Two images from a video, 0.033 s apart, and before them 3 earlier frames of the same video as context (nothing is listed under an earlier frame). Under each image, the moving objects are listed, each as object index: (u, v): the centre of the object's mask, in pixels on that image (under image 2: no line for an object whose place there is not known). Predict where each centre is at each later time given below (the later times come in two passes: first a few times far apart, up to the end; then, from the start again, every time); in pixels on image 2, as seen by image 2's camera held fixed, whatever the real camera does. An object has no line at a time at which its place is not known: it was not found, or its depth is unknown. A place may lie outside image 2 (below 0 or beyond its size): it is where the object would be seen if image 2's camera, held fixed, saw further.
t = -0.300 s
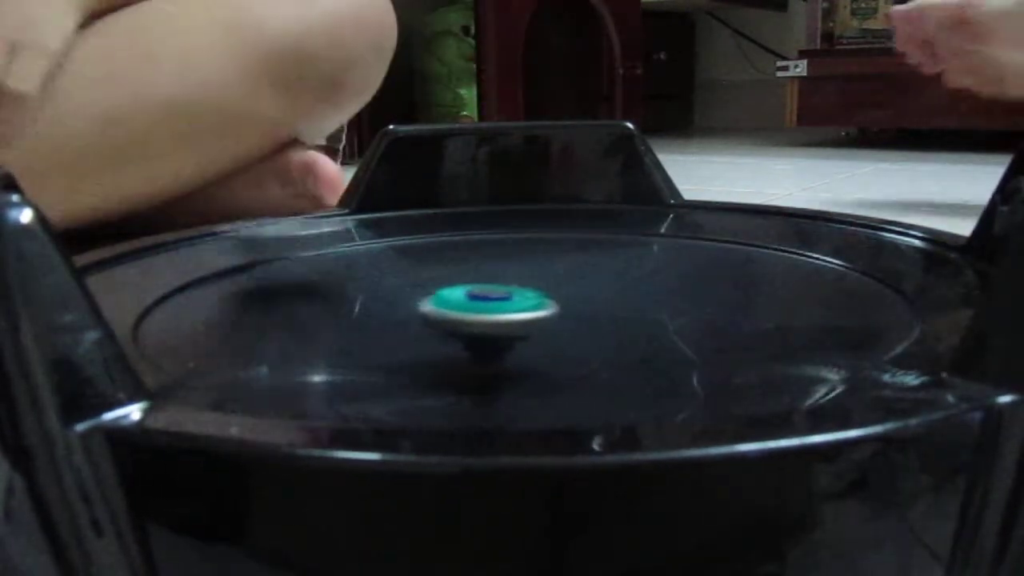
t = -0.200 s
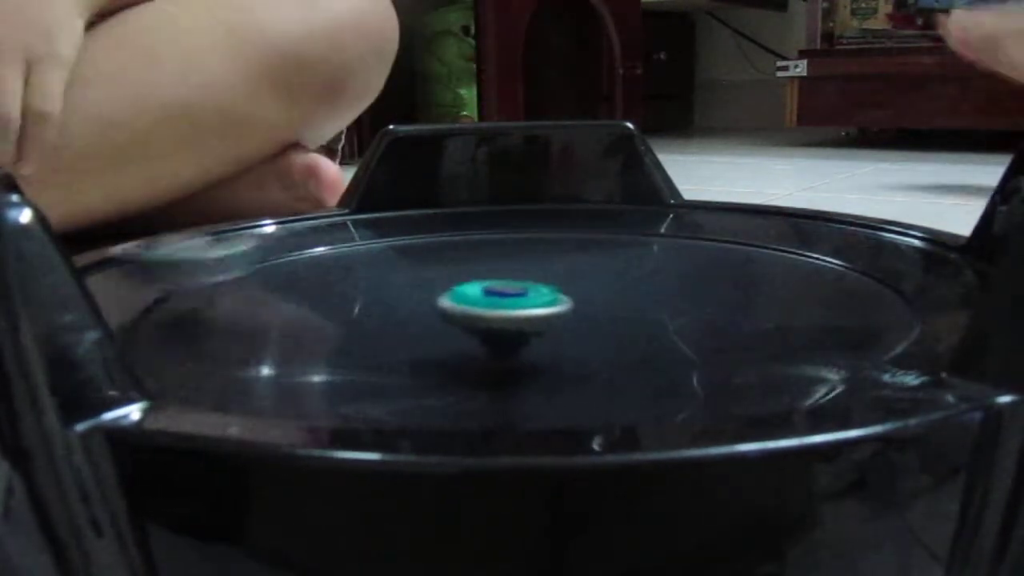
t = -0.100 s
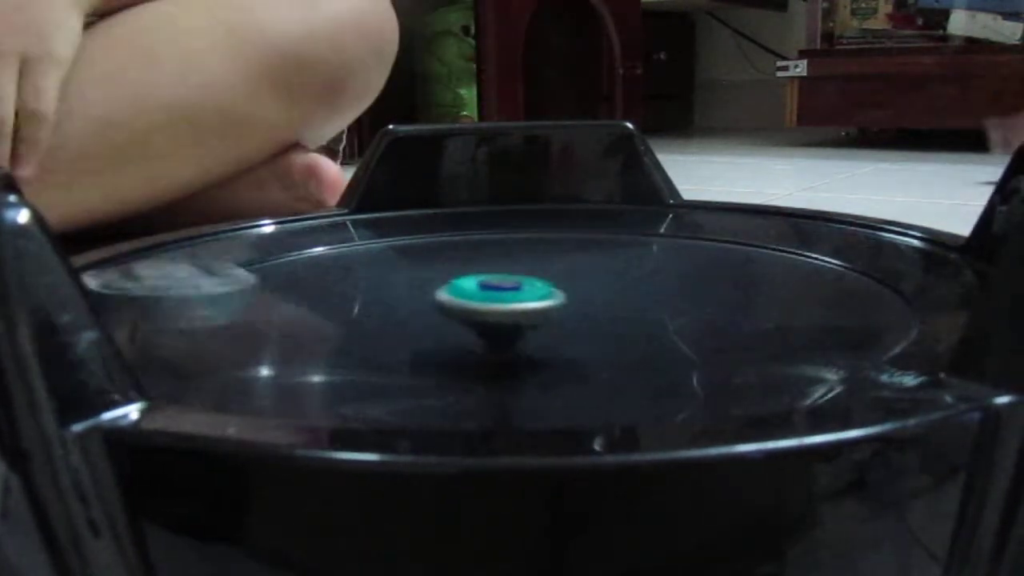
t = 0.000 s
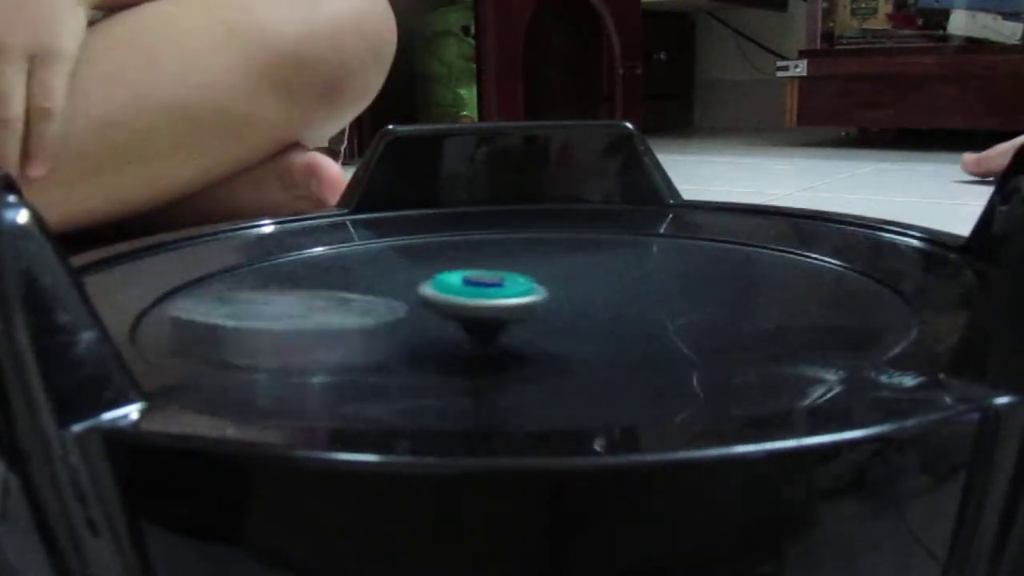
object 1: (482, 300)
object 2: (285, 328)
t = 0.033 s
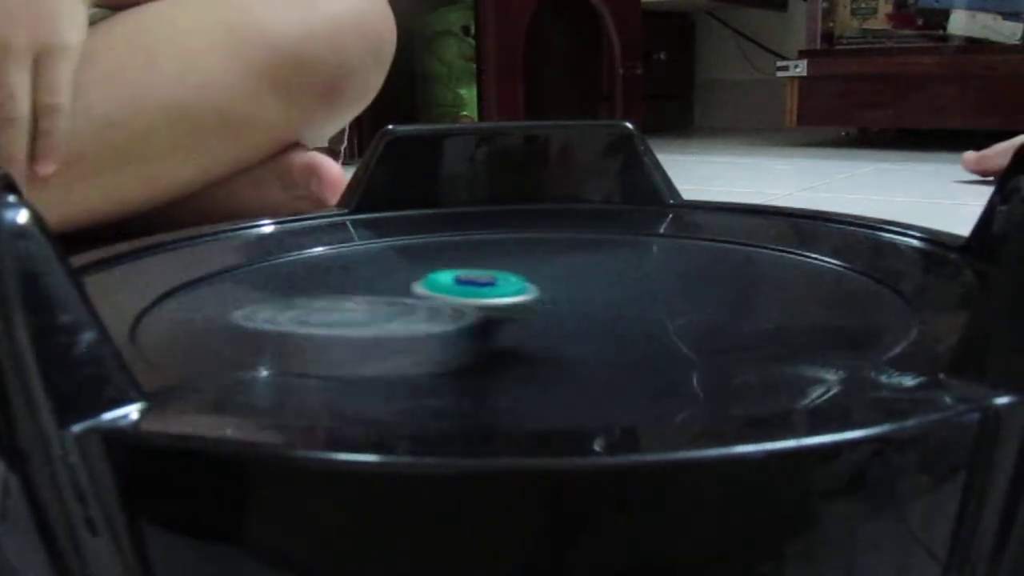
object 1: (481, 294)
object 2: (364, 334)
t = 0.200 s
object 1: (442, 300)
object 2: (754, 317)
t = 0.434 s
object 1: (471, 308)
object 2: (772, 247)
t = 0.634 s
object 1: (504, 296)
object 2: (516, 212)
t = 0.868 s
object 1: (474, 289)
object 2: (229, 237)
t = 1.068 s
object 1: (476, 296)
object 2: (187, 301)
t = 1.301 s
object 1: (528, 290)
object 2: (673, 328)
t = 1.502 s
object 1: (517, 286)
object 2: (834, 258)
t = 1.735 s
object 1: (526, 294)
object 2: (576, 205)
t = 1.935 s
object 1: (555, 293)
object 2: (332, 217)
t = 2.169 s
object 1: (552, 293)
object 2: (195, 290)
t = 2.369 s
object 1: (555, 287)
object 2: (502, 340)
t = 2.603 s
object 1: (576, 301)
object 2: (847, 269)
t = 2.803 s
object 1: (566, 300)
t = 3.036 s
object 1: (556, 308)
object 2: (412, 218)
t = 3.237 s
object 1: (569, 309)
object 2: (232, 269)
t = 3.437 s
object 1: (544, 308)
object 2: (383, 334)
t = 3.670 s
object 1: (529, 318)
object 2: (842, 292)
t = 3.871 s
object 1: (539, 316)
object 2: (774, 227)
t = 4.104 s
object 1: (500, 311)
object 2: (508, 225)
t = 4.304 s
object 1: (478, 314)
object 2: (276, 265)
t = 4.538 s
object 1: (495, 312)
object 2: (357, 335)
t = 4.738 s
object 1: (476, 306)
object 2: (784, 310)
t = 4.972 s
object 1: (465, 305)
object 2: (783, 242)
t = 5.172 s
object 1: (484, 303)
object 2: (551, 223)
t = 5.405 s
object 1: (483, 296)
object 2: (275, 261)
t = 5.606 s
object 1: (480, 296)
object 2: (266, 320)
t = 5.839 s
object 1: (510, 294)
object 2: (733, 317)
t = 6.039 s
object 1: (515, 289)
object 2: (789, 261)
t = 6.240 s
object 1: (512, 292)
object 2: (571, 229)
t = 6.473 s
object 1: (540, 296)
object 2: (285, 243)
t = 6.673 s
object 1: (555, 293)
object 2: (224, 307)
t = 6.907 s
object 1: (535, 288)
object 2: (639, 332)
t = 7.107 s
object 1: (551, 304)
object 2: (794, 272)
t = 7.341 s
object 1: (576, 302)
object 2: (564, 224)
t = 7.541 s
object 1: (549, 303)
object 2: (329, 233)
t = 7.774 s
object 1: (538, 313)
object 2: (232, 299)
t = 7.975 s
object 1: (566, 295)
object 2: (553, 340)
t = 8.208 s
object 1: (530, 308)
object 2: (782, 270)
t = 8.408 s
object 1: (494, 312)
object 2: (607, 224)
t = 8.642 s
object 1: (501, 316)
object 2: (353, 237)
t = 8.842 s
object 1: (512, 311)
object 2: (266, 303)
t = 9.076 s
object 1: (477, 301)
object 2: (601, 334)
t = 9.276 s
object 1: (461, 305)
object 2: (779, 274)
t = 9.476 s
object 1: (482, 308)
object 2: (621, 238)
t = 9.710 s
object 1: (508, 299)
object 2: (371, 253)
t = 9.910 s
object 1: (488, 292)
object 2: (307, 312)
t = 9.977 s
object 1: (484, 292)
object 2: (360, 327)
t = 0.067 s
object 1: (469, 287)
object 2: (441, 338)
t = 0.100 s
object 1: (457, 288)
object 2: (528, 341)
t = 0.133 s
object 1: (450, 299)
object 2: (610, 335)
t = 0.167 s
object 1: (445, 299)
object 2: (686, 328)
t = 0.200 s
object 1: (442, 300)
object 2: (754, 317)
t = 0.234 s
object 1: (438, 301)
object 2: (800, 305)
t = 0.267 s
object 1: (438, 302)
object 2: (828, 301)
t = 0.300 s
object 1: (439, 303)
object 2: (841, 292)
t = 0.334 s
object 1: (443, 305)
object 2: (839, 283)
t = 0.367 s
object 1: (451, 307)
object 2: (830, 263)
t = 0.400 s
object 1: (461, 308)
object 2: (807, 253)
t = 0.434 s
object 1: (471, 308)
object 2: (772, 247)
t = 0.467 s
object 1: (480, 307)
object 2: (738, 238)
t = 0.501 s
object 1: (490, 305)
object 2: (700, 223)
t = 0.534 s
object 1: (497, 303)
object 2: (655, 218)
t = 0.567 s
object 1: (502, 300)
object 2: (609, 215)
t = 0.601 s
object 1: (504, 299)
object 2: (563, 211)
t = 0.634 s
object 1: (504, 296)
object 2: (516, 212)
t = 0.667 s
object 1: (501, 293)
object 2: (474, 212)
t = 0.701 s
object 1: (498, 292)
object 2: (421, 215)
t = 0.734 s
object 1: (494, 291)
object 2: (389, 214)
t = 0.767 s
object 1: (489, 290)
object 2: (333, 212)
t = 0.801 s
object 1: (483, 289)
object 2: (290, 224)
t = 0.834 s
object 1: (478, 289)
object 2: (257, 230)
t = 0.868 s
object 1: (474, 289)
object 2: (229, 237)
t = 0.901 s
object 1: (470, 289)
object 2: (195, 246)
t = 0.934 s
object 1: (466, 290)
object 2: (175, 257)
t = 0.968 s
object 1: (465, 291)
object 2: (164, 264)
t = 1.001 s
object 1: (467, 293)
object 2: (163, 275)
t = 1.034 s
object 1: (470, 295)
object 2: (169, 292)
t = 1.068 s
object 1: (476, 296)
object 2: (187, 301)
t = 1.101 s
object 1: (485, 298)
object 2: (216, 315)
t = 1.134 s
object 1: (496, 298)
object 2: (261, 324)
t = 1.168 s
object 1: (506, 297)
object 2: (332, 332)
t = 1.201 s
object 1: (518, 286)
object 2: (415, 337)
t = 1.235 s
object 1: (525, 283)
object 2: (497, 340)
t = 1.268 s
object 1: (526, 283)
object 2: (582, 339)
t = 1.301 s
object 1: (528, 290)
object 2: (673, 328)
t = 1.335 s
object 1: (530, 289)
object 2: (740, 316)
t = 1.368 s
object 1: (529, 288)
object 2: (788, 309)
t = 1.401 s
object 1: (527, 287)
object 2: (821, 297)
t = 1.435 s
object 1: (524, 286)
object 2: (839, 286)
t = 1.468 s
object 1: (520, 286)
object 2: (844, 272)
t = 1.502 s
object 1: (517, 286)
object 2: (834, 258)
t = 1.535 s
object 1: (513, 287)
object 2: (799, 247)
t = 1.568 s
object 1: (511, 288)
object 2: (775, 234)
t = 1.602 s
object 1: (510, 289)
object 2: (736, 214)
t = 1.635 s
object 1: (511, 291)
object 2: (697, 208)
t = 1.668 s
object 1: (514, 293)
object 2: (655, 204)
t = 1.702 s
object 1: (519, 293)
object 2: (619, 208)
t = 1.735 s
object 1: (526, 294)
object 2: (576, 205)
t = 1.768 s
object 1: (532, 295)
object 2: (533, 204)
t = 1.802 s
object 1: (538, 295)
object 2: (490, 204)
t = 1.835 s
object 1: (543, 295)
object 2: (449, 208)
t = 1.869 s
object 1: (549, 294)
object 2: (408, 212)
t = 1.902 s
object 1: (553, 294)
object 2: (379, 210)
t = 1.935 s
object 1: (555, 293)
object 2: (332, 217)
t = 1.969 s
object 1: (557, 292)
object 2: (298, 223)
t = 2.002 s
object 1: (558, 292)
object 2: (270, 224)
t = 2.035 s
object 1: (557, 292)
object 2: (243, 240)
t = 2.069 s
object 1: (557, 292)
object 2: (216, 248)
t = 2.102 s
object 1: (555, 292)
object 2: (203, 260)
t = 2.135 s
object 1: (554, 292)
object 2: (196, 272)
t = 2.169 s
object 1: (552, 293)
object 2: (195, 290)
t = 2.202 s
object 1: (550, 293)
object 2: (209, 299)
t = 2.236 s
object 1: (549, 294)
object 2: (235, 313)
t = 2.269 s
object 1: (548, 295)
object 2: (276, 322)
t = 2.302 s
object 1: (549, 297)
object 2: (337, 332)
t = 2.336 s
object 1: (553, 297)
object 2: (412, 338)
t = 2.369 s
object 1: (555, 287)
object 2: (502, 340)
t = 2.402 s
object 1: (556, 287)
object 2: (585, 338)
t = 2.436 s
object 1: (554, 292)
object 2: (668, 331)
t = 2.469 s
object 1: (562, 301)
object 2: (740, 316)
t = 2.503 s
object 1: (566, 301)
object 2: (785, 300)
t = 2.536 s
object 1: (571, 301)
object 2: (817, 298)
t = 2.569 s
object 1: (574, 301)
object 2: (841, 282)
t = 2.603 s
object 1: (576, 301)
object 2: (847, 269)
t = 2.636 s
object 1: (577, 300)
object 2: (830, 254)
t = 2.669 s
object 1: (576, 300)
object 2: (812, 242)
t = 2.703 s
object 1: (575, 300)
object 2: (787, 228)
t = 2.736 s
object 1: (573, 300)
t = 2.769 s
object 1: (570, 300)
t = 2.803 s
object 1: (566, 300)
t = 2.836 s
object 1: (562, 301)
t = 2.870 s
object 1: (558, 302)
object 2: (610, 207)
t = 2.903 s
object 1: (556, 303)
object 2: (569, 205)
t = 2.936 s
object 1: (554, 305)
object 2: (529, 205)
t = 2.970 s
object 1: (553, 305)
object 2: (488, 206)
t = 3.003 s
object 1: (553, 307)
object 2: (450, 209)
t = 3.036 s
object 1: (556, 308)
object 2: (412, 218)
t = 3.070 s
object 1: (559, 309)
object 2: (381, 214)
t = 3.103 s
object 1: (563, 310)
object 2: (344, 215)
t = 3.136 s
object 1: (566, 310)
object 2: (309, 224)
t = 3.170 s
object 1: (569, 310)
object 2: (273, 243)
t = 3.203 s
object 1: (570, 309)
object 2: (251, 258)
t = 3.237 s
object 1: (569, 309)
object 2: (232, 269)
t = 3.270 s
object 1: (567, 308)
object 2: (225, 277)
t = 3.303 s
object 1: (563, 308)
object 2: (228, 297)
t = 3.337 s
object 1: (558, 307)
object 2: (240, 306)
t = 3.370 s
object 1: (553, 308)
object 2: (268, 317)
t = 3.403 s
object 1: (547, 308)
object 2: (314, 328)
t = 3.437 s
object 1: (544, 308)
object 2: (383, 334)
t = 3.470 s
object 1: (546, 299)
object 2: (461, 340)
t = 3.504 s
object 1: (535, 295)
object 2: (553, 341)
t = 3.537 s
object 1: (518, 305)
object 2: (638, 334)
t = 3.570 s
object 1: (526, 314)
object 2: (709, 323)
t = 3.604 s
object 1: (527, 315)
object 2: (771, 314)
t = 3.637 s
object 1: (527, 317)
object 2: (810, 306)
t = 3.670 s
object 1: (529, 318)
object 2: (842, 292)
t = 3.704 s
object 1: (531, 318)
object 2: (854, 283)
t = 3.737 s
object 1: (534, 318)
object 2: (862, 269)
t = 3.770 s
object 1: (537, 318)
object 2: (855, 256)
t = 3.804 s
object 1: (540, 318)
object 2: (828, 243)
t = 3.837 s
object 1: (540, 317)
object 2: (806, 230)
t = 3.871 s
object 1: (539, 316)
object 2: (774, 227)
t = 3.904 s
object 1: (537, 315)
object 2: (741, 211)
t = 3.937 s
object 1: (533, 314)
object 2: (698, 207)
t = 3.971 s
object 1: (528, 312)
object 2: (660, 206)
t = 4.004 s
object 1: (521, 312)
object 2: (625, 212)
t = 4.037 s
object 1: (513, 311)
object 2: (585, 213)
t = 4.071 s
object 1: (508, 311)
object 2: (545, 214)
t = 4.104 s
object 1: (500, 311)
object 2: (508, 225)
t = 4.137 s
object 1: (494, 311)
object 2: (459, 217)
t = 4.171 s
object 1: (489, 311)
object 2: (419, 221)
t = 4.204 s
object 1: (484, 312)
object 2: (383, 230)
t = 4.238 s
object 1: (481, 313)
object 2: (348, 238)
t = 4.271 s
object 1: (479, 314)
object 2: (308, 253)
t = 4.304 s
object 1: (478, 314)
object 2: (276, 265)
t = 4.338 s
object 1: (479, 315)
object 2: (260, 270)
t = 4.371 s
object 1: (480, 314)
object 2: (242, 284)
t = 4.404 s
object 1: (483, 315)
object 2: (238, 298)
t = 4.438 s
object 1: (486, 315)
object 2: (246, 309)
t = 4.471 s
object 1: (489, 314)
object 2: (267, 317)
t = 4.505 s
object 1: (491, 314)
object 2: (304, 326)
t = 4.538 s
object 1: (495, 312)
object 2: (357, 335)
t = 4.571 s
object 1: (500, 298)
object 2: (429, 340)
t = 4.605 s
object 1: (488, 294)
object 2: (509, 341)
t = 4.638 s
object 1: (481, 297)
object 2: (589, 339)
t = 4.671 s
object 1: (483, 307)
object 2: (662, 330)
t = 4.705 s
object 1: (480, 306)
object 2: (735, 319)
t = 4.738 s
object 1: (476, 306)
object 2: (784, 310)
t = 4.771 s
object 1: (474, 305)
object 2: (816, 310)
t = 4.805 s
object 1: (471, 305)
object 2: (837, 293)
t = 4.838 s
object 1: (469, 305)
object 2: (849, 285)
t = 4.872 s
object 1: (467, 305)
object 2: (849, 275)
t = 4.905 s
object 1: (465, 305)
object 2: (844, 259)
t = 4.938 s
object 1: (465, 305)
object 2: (812, 236)
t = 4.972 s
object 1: (465, 305)
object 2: (783, 242)
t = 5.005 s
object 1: (467, 305)
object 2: (751, 222)
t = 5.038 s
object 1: (469, 305)
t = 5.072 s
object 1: (472, 306)
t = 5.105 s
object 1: (476, 305)
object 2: (634, 223)
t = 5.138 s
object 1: (480, 304)
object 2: (595, 222)
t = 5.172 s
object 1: (484, 303)
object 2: (551, 223)
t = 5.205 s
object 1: (487, 301)
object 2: (506, 224)
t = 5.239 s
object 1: (487, 300)
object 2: (463, 226)
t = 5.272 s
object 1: (488, 299)
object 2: (423, 230)
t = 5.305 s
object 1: (488, 298)
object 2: (382, 234)
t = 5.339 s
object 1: (486, 297)
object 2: (344, 240)
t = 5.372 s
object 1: (485, 296)
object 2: (306, 258)
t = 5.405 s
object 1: (483, 296)
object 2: (275, 261)
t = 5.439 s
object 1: (482, 295)
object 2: (249, 271)
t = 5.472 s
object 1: (480, 295)
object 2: (232, 279)
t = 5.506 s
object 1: (479, 295)
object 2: (227, 294)
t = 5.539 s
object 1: (478, 295)
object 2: (229, 305)
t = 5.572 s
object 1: (478, 295)
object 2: (245, 311)
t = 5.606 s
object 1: (480, 296)
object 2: (266, 320)
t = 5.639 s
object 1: (482, 296)
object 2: (319, 329)
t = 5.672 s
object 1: (487, 293)
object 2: (378, 337)
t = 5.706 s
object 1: (491, 286)
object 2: (448, 340)
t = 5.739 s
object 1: (495, 286)
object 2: (526, 341)
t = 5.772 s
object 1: (497, 287)
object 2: (605, 335)
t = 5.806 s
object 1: (506, 296)
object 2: (678, 325)
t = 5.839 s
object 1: (510, 294)
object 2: (733, 317)
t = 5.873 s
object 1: (513, 293)
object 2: (774, 302)
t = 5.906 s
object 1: (515, 292)
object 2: (797, 306)
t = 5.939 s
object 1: (516, 291)
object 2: (819, 296)
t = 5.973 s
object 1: (516, 291)
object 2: (820, 287)
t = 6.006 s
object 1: (516, 290)
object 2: (808, 274)
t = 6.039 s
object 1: (515, 289)
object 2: (789, 261)
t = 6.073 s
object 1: (514, 289)
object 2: (764, 256)
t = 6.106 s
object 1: (512, 289)
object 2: (732, 248)
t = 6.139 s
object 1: (511, 289)
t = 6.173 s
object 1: (510, 290)
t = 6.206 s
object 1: (510, 291)
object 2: (611, 226)
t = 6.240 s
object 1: (512, 292)
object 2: (571, 229)
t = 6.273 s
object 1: (513, 293)
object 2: (531, 228)
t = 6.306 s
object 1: (515, 294)
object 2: (485, 233)
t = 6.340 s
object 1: (519, 295)
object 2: (442, 228)
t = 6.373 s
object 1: (523, 295)
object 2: (410, 231)
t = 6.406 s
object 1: (530, 296)
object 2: (366, 234)
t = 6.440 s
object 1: (535, 296)
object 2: (329, 239)
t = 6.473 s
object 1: (540, 296)
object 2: (285, 243)
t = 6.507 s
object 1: (545, 296)
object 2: (261, 251)
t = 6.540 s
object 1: (549, 295)
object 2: (240, 259)
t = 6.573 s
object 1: (552, 294)
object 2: (215, 274)
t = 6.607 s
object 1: (554, 293)
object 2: (210, 282)
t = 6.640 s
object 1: (555, 293)
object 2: (212, 297)
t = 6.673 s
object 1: (555, 293)
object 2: (224, 307)
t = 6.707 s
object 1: (554, 293)
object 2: (247, 317)
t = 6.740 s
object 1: (552, 292)
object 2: (290, 326)
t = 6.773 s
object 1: (551, 293)
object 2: (349, 333)
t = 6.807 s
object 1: (549, 292)
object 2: (413, 339)
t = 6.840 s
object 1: (546, 283)
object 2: (490, 340)
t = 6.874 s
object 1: (542, 283)
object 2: (565, 338)
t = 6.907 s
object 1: (535, 288)
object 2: (639, 332)
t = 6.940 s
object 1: (538, 298)
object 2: (702, 323)
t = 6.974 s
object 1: (539, 299)
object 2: (746, 315)
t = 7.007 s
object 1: (539, 301)
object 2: (777, 307)
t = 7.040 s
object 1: (542, 302)
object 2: (794, 300)
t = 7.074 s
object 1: (546, 304)
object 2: (802, 287)
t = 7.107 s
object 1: (551, 304)
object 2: (794, 272)
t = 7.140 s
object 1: (556, 305)
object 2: (778, 265)
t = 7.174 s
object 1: (561, 305)
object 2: (750, 253)
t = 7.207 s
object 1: (566, 305)
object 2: (718, 245)
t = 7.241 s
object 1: (572, 305)
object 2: (684, 230)
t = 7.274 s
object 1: (575, 304)
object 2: (642, 221)
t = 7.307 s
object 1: (576, 303)
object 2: (606, 226)
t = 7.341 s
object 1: (576, 302)
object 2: (564, 224)
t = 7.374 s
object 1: (575, 302)
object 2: (521, 220)
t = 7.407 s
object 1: (572, 301)
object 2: (481, 223)
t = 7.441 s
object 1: (567, 301)
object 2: (439, 231)
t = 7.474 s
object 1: (561, 301)
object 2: (402, 225)
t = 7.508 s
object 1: (554, 302)
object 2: (364, 229)
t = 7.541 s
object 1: (549, 303)
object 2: (329, 233)
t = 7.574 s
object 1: (543, 304)
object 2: (300, 236)
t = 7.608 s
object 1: (540, 306)
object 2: (263, 252)
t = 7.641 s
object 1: (537, 307)
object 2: (242, 263)
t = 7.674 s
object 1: (535, 308)
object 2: (226, 274)
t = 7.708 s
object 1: (535, 310)
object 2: (219, 284)
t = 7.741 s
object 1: (536, 312)
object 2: (222, 300)
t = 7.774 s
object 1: (538, 313)
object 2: (232, 299)
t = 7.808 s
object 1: (541, 313)
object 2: (254, 313)
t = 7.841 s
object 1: (545, 314)
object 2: (287, 322)
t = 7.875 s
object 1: (549, 314)
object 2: (346, 330)
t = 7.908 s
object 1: (555, 313)
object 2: (403, 335)
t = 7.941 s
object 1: (564, 304)
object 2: (473, 341)
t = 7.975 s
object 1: (566, 295)
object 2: (553, 340)
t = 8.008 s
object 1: (554, 294)
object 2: (625, 333)
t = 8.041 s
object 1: (554, 310)
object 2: (687, 324)
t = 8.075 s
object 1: (556, 310)
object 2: (734, 314)
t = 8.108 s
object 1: (552, 309)
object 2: (753, 312)
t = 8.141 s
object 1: (546, 308)
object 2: (778, 299)
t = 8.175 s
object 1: (538, 308)
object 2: (786, 284)
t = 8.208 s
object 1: (530, 308)
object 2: (782, 270)
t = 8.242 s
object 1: (523, 308)
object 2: (766, 260)
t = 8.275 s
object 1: (515, 308)
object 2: (742, 251)
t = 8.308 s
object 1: (509, 309)
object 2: (712, 244)
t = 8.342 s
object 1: (503, 310)
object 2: (682, 229)
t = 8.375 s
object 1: (498, 311)
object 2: (643, 225)
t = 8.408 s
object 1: (494, 312)
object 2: (607, 224)
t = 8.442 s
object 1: (492, 313)
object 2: (569, 222)
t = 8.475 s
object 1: (491, 314)
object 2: (532, 221)
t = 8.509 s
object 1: (491, 314)
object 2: (496, 222)
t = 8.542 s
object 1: (492, 315)
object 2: (454, 224)
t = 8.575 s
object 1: (494, 316)
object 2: (419, 226)
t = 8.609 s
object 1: (498, 316)
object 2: (388, 236)
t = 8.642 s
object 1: (501, 316)
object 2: (353, 237)
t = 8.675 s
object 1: (504, 316)
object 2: (322, 252)
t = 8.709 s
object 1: (507, 316)
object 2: (297, 259)
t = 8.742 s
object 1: (510, 315)
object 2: (276, 267)
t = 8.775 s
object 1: (512, 314)
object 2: (263, 279)
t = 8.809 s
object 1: (513, 313)
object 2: (257, 291)
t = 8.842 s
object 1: (512, 311)
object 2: (266, 303)
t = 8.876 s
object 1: (511, 310)
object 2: (283, 314)
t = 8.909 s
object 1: (508, 308)
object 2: (309, 318)
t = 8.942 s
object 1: (505, 307)
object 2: (350, 327)
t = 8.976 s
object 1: (506, 300)
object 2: (403, 336)
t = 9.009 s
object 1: (495, 292)
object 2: (462, 340)
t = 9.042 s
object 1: (486, 291)
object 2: (532, 339)
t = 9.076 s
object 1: (477, 301)
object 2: (601, 334)
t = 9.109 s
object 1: (475, 303)
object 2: (660, 326)
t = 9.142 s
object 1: (470, 303)
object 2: (712, 315)
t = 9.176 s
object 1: (466, 303)
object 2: (747, 311)
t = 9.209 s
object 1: (463, 304)
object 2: (767, 301)
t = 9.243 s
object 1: (461, 304)
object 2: (781, 287)
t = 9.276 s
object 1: (461, 305)
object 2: (779, 274)
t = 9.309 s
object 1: (461, 306)
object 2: (769, 261)
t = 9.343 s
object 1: (462, 307)
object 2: (746, 251)
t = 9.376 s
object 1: (466, 308)
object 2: (719, 247)
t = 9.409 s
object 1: (470, 308)
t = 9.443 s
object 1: (475, 309)
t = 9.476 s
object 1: (482, 308)
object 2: (621, 238)
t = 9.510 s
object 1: (489, 308)
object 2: (588, 235)
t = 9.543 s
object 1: (496, 306)
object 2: (553, 235)
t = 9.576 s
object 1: (501, 305)
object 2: (518, 231)
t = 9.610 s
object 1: (506, 304)
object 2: (481, 233)
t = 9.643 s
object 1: (508, 302)
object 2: (442, 236)
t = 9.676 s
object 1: (509, 301)
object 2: (411, 242)
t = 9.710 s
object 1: (508, 299)
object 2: (371, 253)
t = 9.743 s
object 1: (507, 297)
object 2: (340, 261)
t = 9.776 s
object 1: (504, 295)
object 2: (325, 268)
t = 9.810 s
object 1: (501, 294)
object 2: (307, 281)
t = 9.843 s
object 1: (497, 293)
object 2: (298, 288)
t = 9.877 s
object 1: (492, 292)
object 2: (294, 301)
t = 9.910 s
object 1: (488, 292)
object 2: (307, 312)
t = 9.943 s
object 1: (485, 293)
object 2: (326, 319)
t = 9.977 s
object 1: (484, 292)
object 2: (360, 327)
